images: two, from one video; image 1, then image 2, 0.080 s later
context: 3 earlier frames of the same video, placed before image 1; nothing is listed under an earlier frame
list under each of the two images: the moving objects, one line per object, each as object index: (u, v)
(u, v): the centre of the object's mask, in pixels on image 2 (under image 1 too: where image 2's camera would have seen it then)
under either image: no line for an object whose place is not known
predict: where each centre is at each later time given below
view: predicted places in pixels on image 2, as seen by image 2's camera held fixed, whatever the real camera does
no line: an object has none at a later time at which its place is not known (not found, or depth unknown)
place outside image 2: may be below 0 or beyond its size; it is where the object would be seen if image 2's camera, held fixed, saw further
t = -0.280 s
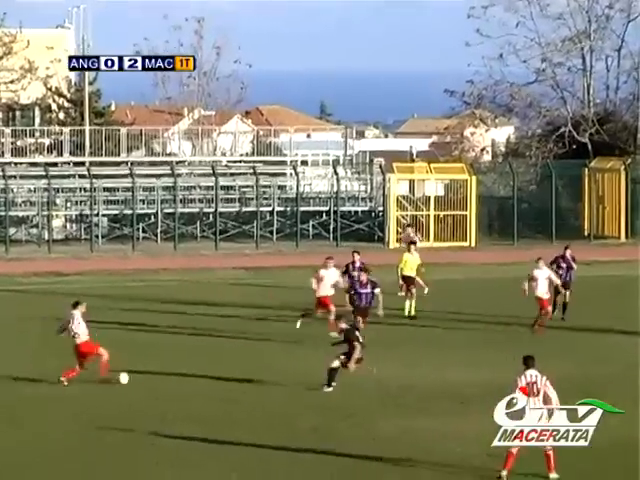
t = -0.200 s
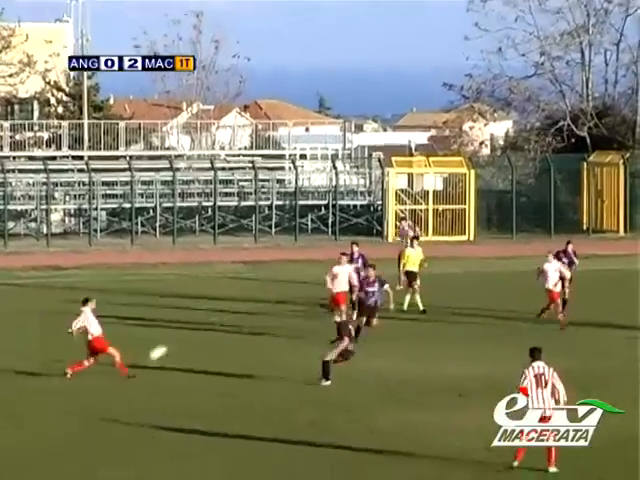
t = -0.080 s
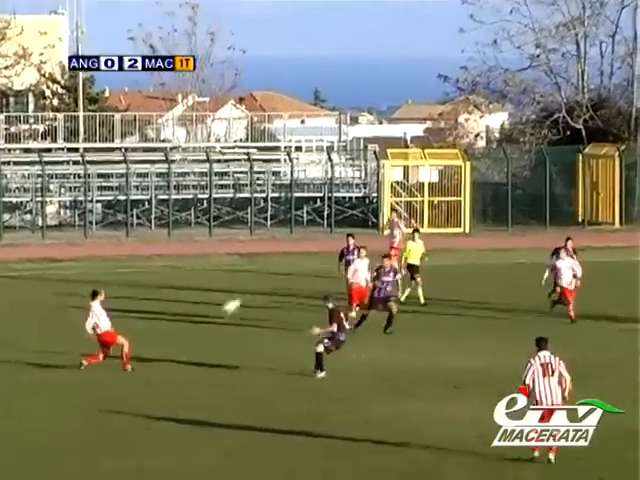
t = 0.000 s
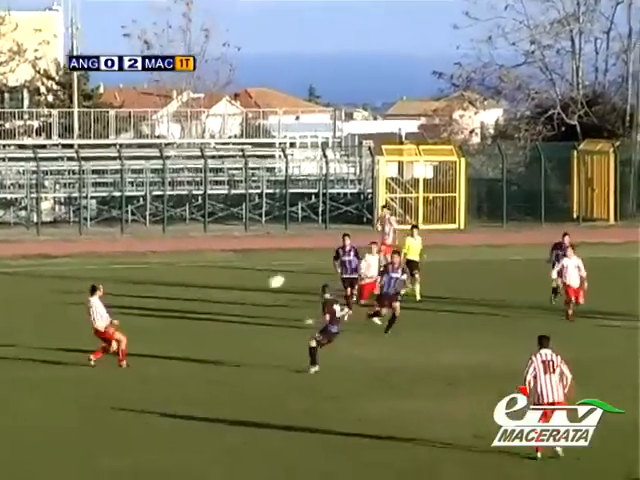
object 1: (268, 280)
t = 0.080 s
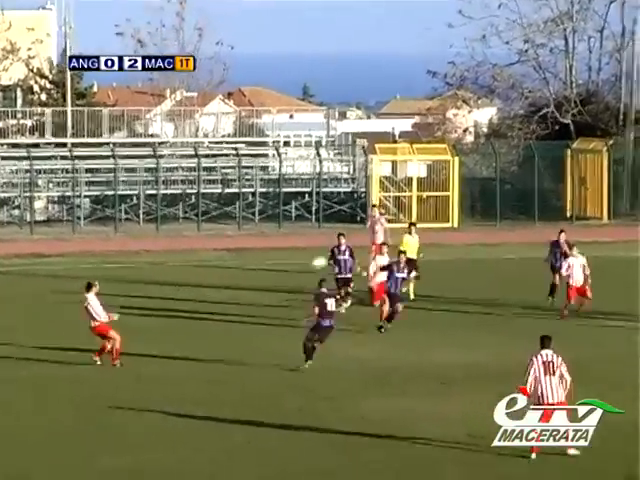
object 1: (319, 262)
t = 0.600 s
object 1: (609, 226)
